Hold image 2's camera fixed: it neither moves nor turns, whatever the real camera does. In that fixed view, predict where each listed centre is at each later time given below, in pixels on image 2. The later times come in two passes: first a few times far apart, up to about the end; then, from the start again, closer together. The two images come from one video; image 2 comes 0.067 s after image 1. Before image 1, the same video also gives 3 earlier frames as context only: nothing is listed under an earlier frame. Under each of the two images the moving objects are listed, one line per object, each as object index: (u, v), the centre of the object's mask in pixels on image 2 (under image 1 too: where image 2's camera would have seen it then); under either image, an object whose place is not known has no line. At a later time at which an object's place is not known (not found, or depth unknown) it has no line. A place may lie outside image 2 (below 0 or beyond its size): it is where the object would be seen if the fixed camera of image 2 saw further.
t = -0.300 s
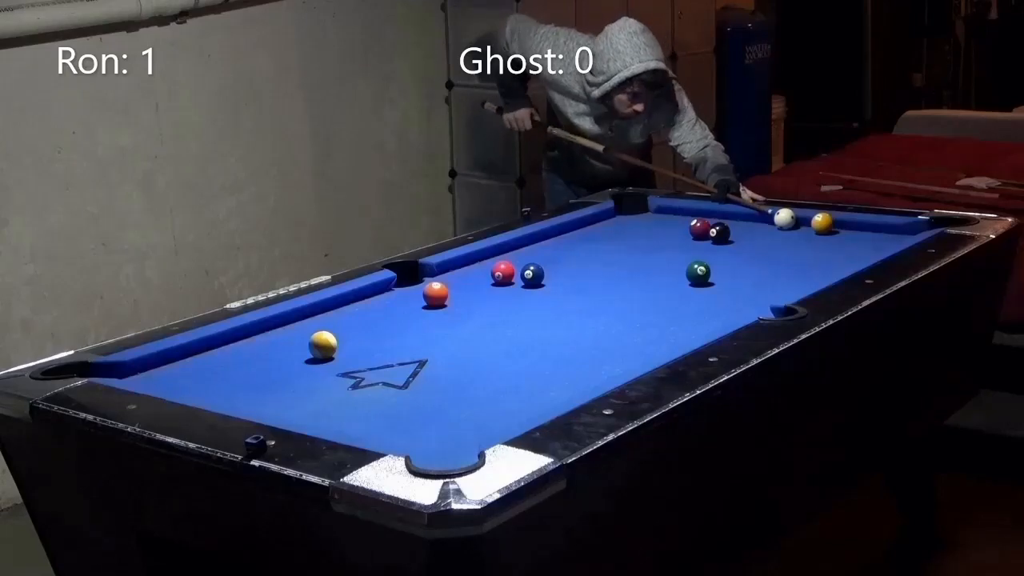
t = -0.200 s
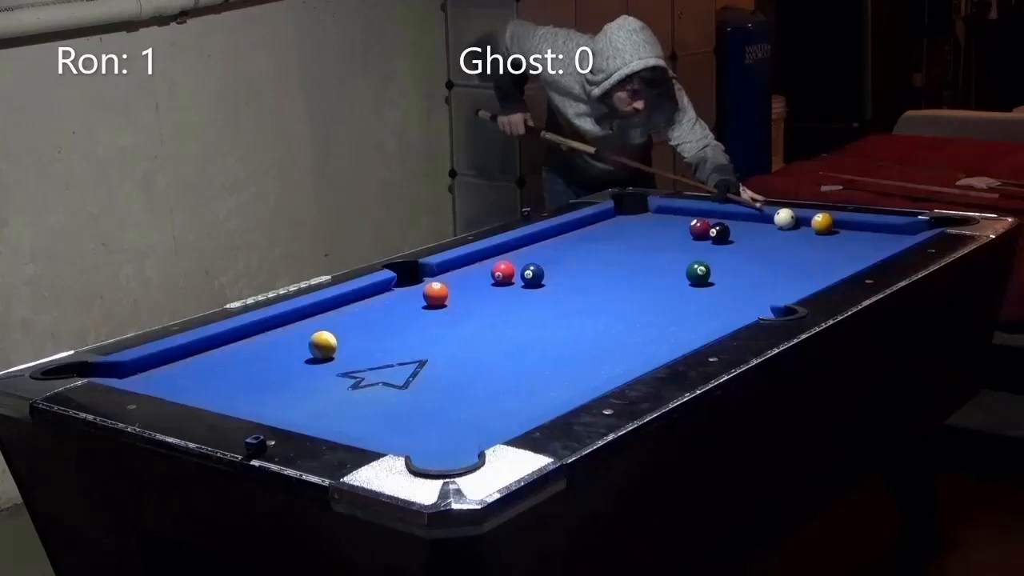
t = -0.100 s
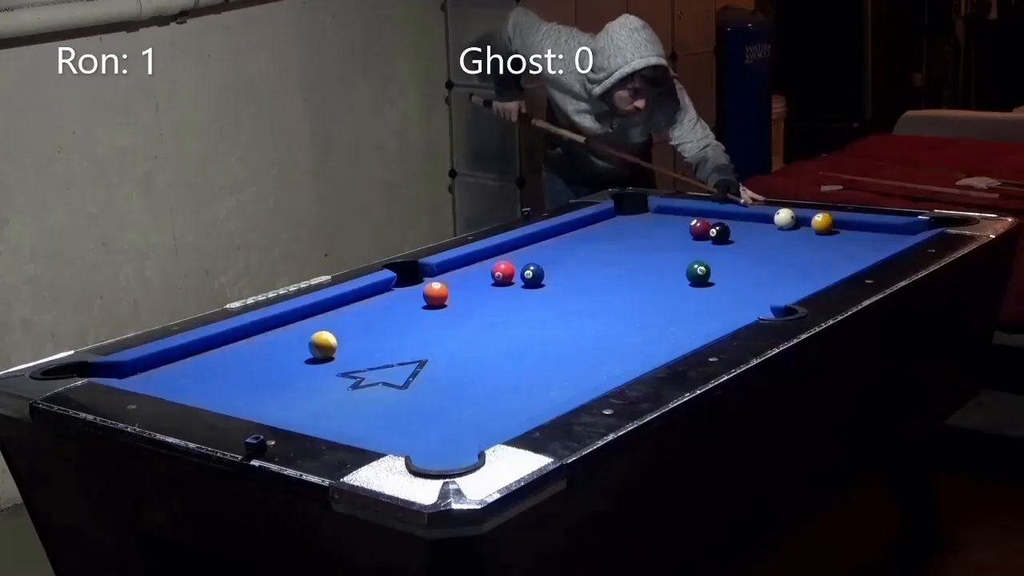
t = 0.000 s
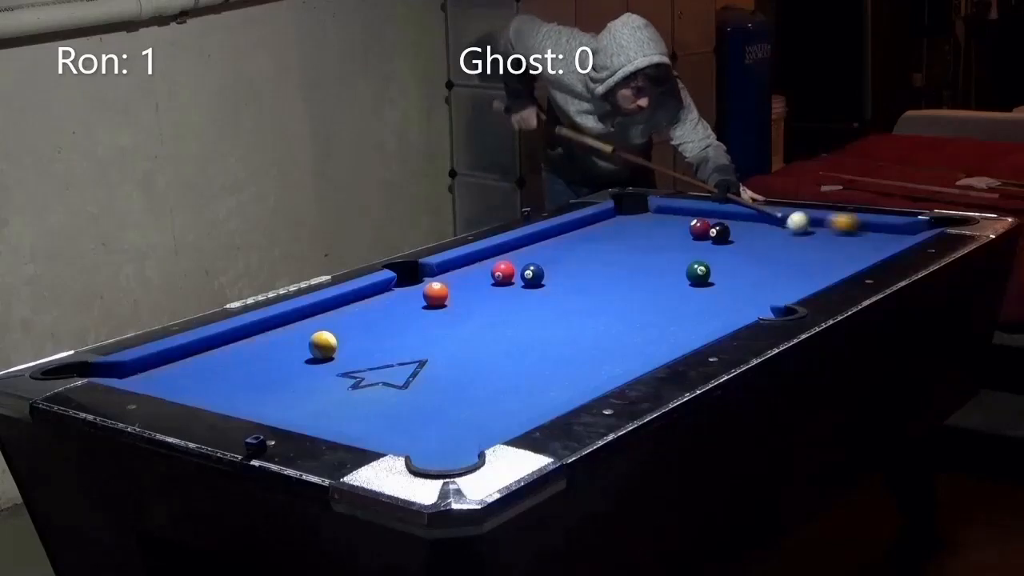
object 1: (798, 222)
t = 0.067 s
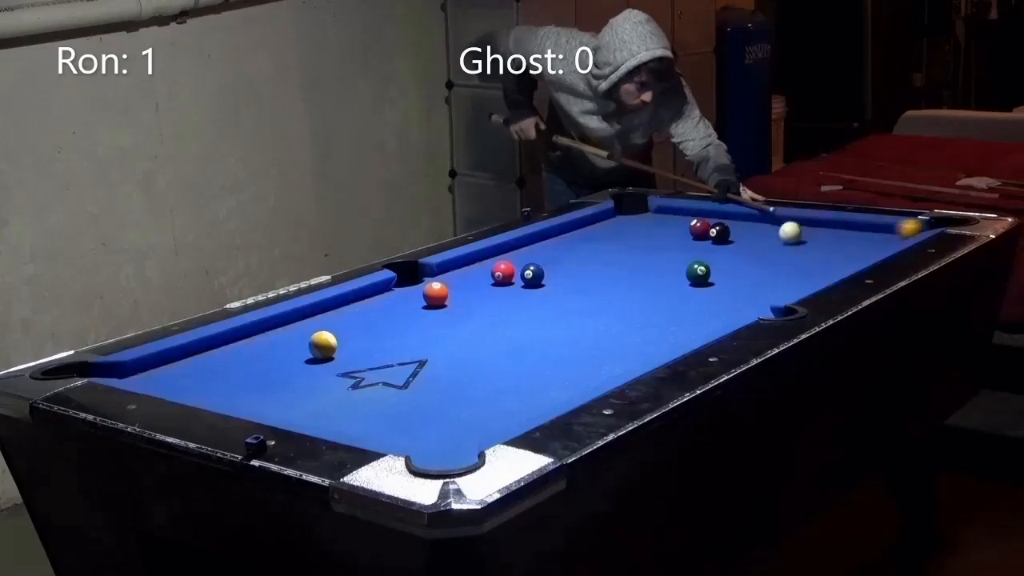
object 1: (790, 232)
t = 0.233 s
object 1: (775, 255)
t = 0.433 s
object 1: (755, 285)
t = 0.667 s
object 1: (721, 317)
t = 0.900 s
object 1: (631, 316)
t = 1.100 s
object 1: (566, 313)
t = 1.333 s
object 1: (503, 310)
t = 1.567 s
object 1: (454, 308)
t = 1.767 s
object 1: (420, 305)
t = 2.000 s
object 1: (390, 305)
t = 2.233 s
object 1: (370, 304)
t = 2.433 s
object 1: (361, 303)
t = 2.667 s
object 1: (360, 304)
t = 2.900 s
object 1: (360, 304)
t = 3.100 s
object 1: (360, 304)
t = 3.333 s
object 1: (360, 304)
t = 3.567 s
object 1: (360, 304)
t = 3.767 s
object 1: (360, 304)
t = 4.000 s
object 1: (360, 304)
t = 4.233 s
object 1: (360, 304)
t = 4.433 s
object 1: (360, 304)
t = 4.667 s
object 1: (360, 304)
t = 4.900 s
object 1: (360, 304)
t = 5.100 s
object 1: (360, 304)
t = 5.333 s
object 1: (360, 304)
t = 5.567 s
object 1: (360, 304)
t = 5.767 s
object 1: (360, 304)
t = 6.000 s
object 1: (360, 304)
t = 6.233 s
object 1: (360, 304)
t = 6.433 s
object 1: (360, 304)
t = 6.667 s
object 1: (360, 304)
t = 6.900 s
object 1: (360, 304)
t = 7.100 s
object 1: (360, 304)
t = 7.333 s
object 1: (360, 304)
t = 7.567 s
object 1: (360, 304)
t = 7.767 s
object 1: (360, 304)
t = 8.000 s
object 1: (360, 304)
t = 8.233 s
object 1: (360, 304)
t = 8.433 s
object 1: (360, 304)
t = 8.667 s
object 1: (360, 304)
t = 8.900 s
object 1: (360, 304)
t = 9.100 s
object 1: (360, 304)
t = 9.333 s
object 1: (360, 304)
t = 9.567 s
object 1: (360, 304)
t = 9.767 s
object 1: (360, 304)
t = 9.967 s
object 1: (360, 304)
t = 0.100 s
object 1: (787, 237)
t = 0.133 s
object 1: (784, 241)
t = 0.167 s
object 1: (781, 246)
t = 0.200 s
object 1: (778, 250)
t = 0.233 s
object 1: (775, 255)
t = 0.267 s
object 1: (771, 260)
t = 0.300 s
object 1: (768, 264)
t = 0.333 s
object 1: (765, 270)
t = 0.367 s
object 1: (762, 274)
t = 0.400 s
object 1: (759, 280)
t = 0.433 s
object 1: (755, 285)
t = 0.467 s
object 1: (752, 291)
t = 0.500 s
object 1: (749, 296)
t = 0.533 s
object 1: (745, 302)
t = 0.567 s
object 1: (741, 306)
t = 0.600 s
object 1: (737, 310)
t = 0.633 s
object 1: (732, 314)
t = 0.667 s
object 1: (721, 317)
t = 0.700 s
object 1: (708, 319)
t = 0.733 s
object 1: (695, 320)
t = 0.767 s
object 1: (681, 319)
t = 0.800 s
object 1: (668, 318)
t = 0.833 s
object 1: (655, 318)
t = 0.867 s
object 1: (643, 318)
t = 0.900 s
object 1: (631, 316)
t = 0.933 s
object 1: (619, 316)
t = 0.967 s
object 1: (608, 315)
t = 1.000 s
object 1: (597, 315)
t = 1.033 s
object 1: (586, 314)
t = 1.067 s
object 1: (575, 314)
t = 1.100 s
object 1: (566, 313)
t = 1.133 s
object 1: (555, 313)
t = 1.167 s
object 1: (546, 312)
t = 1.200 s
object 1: (537, 312)
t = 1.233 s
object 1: (528, 311)
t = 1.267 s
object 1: (519, 311)
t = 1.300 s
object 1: (511, 311)
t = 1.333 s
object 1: (503, 310)
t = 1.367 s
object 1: (495, 309)
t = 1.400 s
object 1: (487, 309)
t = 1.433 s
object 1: (480, 308)
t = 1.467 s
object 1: (473, 308)
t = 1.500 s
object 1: (467, 308)
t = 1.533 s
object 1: (460, 307)
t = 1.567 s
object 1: (454, 308)
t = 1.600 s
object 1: (447, 307)
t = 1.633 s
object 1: (442, 306)
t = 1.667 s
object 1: (436, 306)
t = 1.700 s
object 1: (430, 306)
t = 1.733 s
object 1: (425, 306)
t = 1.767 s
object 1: (420, 305)
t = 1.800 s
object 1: (415, 305)
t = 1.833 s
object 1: (410, 305)
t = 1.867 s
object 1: (406, 305)
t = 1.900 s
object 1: (402, 304)
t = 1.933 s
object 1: (397, 304)
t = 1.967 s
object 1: (394, 304)
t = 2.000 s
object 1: (390, 305)
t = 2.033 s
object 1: (387, 305)
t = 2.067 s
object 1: (383, 305)
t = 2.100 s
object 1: (380, 304)
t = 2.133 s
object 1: (378, 305)
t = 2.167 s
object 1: (375, 304)
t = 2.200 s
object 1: (372, 305)
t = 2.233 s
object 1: (370, 304)
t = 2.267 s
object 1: (368, 304)
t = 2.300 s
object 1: (367, 304)
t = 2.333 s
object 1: (365, 304)
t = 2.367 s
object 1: (364, 303)
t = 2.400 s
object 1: (362, 304)
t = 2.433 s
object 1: (361, 303)
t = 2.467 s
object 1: (360, 303)
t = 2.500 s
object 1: (360, 303)
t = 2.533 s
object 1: (359, 303)
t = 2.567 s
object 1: (359, 303)
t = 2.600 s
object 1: (359, 303)
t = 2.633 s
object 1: (359, 303)
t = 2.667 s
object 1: (360, 304)
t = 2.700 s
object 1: (360, 304)
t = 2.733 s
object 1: (360, 304)
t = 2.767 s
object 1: (361, 304)
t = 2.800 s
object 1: (361, 304)
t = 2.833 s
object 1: (361, 304)
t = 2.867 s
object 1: (360, 304)
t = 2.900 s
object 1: (360, 304)
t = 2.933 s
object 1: (360, 304)
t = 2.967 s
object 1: (360, 304)
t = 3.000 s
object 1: (360, 304)
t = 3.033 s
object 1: (360, 304)
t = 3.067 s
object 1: (360, 304)
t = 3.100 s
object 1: (360, 304)
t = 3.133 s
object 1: (360, 304)
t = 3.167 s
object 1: (360, 304)
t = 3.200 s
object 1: (360, 304)
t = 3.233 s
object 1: (360, 304)
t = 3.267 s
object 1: (360, 304)
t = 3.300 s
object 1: (360, 304)
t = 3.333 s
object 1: (360, 304)
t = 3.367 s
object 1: (360, 304)
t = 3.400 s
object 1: (360, 304)
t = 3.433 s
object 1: (360, 304)
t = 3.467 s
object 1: (360, 304)
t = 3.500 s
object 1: (360, 304)
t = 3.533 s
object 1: (360, 304)
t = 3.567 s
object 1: (360, 304)
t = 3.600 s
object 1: (360, 304)
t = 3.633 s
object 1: (360, 304)
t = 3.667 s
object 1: (360, 304)
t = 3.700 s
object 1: (360, 304)
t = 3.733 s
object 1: (360, 304)
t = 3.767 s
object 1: (360, 304)
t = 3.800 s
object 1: (360, 304)
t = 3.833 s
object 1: (360, 304)
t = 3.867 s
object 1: (360, 304)
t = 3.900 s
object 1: (360, 304)
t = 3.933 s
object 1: (360, 304)
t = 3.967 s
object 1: (360, 304)
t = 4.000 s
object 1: (360, 304)
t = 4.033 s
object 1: (360, 304)
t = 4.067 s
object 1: (360, 304)
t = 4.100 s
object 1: (360, 304)
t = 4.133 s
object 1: (360, 304)
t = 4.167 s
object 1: (360, 304)
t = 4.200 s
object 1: (360, 304)
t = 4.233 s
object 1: (360, 304)
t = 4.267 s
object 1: (360, 304)
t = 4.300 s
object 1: (360, 304)
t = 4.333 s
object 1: (360, 304)
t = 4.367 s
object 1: (360, 304)
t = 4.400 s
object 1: (360, 304)
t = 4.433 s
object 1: (360, 304)
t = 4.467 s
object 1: (360, 304)
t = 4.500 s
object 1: (360, 304)
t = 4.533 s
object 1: (360, 304)
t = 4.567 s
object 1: (360, 304)
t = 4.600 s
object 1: (360, 304)
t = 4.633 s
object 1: (360, 304)
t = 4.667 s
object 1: (360, 304)
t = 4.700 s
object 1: (360, 304)
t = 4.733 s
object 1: (360, 304)
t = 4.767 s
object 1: (360, 304)
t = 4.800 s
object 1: (360, 304)
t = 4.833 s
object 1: (360, 304)
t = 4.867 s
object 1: (360, 304)
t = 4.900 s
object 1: (360, 304)
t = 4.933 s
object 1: (360, 304)
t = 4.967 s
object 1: (360, 304)
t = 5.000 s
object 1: (360, 304)
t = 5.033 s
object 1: (360, 304)
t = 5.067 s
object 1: (360, 304)
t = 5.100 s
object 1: (360, 304)
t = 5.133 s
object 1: (360, 304)
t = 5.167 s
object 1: (360, 304)
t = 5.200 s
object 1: (360, 304)
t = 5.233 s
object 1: (360, 304)
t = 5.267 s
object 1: (360, 304)
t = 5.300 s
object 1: (360, 304)
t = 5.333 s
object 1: (360, 304)
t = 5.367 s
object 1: (360, 304)
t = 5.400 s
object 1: (360, 304)
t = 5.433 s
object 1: (360, 304)
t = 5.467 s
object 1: (360, 304)
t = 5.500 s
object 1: (360, 304)
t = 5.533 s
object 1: (360, 304)
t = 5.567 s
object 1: (360, 304)
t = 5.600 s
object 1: (360, 304)
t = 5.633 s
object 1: (360, 304)
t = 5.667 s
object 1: (360, 304)
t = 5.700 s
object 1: (360, 304)
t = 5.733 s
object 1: (360, 304)
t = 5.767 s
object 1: (360, 304)
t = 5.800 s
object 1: (360, 304)
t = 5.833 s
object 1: (360, 304)
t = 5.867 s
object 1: (360, 304)
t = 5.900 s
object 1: (360, 304)
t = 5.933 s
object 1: (360, 304)
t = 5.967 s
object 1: (360, 304)
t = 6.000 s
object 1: (360, 304)
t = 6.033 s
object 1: (360, 304)
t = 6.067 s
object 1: (360, 304)
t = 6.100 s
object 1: (360, 304)
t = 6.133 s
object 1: (360, 304)
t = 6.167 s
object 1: (360, 304)
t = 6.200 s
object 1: (360, 304)
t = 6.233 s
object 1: (360, 304)
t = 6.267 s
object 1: (360, 304)
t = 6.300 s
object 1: (360, 304)
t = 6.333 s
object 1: (360, 304)
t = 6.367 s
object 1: (360, 304)
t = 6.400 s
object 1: (360, 304)
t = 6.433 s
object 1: (360, 304)
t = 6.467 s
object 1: (360, 304)
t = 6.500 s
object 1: (360, 304)
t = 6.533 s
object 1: (360, 304)
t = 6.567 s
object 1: (360, 304)
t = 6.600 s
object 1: (360, 304)
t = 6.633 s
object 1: (360, 303)
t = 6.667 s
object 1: (360, 304)
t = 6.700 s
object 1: (360, 304)
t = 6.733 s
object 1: (360, 304)
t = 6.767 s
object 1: (360, 304)
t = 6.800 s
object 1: (360, 304)
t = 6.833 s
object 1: (360, 304)
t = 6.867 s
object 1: (360, 304)
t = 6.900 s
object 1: (360, 304)
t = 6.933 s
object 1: (360, 304)
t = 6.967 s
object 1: (360, 304)
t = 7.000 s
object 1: (360, 304)
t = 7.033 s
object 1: (360, 304)
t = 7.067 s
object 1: (360, 304)
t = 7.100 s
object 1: (360, 304)
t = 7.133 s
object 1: (360, 304)
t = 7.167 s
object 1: (360, 304)
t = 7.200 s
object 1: (360, 304)
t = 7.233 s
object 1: (360, 304)
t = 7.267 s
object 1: (360, 304)
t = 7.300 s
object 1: (360, 304)
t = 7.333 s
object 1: (360, 304)
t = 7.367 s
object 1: (360, 304)
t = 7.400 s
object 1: (360, 304)
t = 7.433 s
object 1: (360, 304)
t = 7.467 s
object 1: (360, 304)
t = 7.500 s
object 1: (360, 304)
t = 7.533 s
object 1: (360, 304)
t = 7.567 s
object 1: (360, 304)
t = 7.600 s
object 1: (360, 304)
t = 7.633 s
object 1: (360, 304)
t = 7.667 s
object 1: (360, 304)
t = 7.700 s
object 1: (360, 304)
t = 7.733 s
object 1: (360, 304)
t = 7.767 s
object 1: (360, 304)
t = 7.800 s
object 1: (360, 304)
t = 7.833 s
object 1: (360, 304)
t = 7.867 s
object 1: (360, 304)
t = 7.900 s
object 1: (360, 304)
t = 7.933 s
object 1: (360, 304)
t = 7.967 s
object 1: (360, 304)
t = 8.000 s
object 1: (360, 304)
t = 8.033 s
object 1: (360, 304)
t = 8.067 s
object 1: (360, 304)
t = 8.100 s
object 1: (360, 304)
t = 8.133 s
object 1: (360, 304)
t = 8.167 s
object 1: (360, 304)
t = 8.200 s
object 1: (360, 304)
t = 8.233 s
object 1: (360, 304)
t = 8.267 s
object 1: (360, 304)
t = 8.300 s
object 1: (360, 304)
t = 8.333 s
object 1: (360, 304)
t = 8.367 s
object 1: (360, 304)
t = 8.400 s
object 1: (360, 304)
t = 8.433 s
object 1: (360, 304)
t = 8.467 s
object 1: (360, 304)
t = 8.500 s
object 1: (360, 304)
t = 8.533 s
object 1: (360, 304)
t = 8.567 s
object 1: (360, 304)
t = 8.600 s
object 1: (360, 304)
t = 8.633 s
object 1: (360, 304)
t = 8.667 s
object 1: (360, 304)
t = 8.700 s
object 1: (360, 304)
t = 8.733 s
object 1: (360, 304)
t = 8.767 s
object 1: (360, 304)
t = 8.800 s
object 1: (360, 304)
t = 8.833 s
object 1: (360, 304)
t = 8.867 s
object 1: (360, 304)
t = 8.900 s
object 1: (360, 304)
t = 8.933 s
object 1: (360, 304)
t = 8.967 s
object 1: (360, 304)
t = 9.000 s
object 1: (360, 304)
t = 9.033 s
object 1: (360, 304)
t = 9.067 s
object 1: (360, 304)
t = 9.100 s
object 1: (360, 304)
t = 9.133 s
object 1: (360, 304)
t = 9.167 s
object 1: (360, 304)
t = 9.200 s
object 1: (360, 304)
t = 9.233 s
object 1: (360, 304)
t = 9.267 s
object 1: (360, 304)
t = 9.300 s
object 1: (360, 304)
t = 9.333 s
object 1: (360, 304)
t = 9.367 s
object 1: (360, 304)
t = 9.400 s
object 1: (360, 304)
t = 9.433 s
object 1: (360, 304)
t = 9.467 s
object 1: (360, 304)
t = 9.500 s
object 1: (360, 304)
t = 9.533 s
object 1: (360, 304)
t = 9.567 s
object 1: (360, 304)
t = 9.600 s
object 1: (360, 304)
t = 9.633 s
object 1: (360, 304)
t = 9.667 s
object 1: (360, 304)
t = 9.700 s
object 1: (360, 304)
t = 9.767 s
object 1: (360, 304)
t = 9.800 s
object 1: (360, 304)
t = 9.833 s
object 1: (360, 304)
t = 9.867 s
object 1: (360, 304)
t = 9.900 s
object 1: (360, 304)
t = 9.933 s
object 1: (360, 304)
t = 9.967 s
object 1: (360, 304)
